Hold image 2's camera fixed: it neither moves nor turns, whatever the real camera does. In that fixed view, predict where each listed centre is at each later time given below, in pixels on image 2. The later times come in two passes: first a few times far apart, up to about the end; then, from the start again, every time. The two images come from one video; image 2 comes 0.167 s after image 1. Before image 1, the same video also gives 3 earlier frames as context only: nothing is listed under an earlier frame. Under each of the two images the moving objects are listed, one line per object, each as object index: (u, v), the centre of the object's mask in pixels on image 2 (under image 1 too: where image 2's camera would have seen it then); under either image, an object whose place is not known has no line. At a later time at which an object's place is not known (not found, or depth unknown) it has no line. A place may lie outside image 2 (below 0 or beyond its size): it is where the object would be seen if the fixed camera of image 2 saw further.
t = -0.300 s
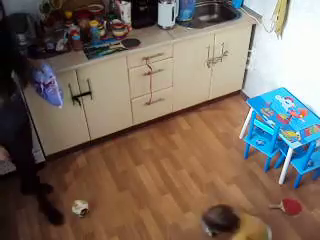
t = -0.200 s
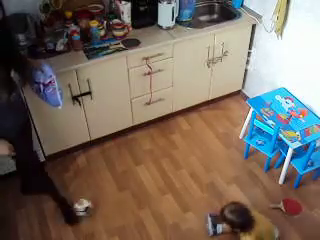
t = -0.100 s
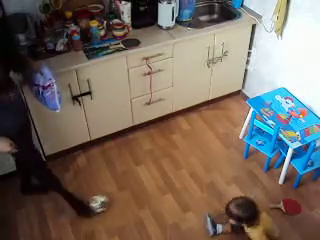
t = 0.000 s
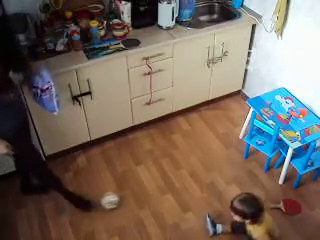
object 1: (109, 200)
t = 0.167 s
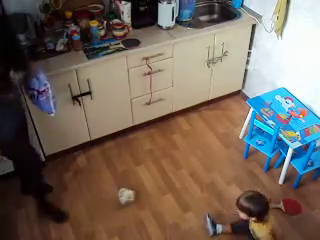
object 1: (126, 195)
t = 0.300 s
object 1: (138, 192)
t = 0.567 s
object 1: (161, 186)
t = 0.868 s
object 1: (186, 180)
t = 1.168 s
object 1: (209, 177)
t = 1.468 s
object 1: (232, 174)
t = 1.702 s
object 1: (247, 172)
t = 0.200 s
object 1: (128, 194)
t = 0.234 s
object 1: (131, 193)
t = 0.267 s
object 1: (134, 192)
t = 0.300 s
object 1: (138, 192)
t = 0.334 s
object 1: (140, 191)
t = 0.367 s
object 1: (143, 191)
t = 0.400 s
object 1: (146, 190)
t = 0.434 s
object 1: (149, 189)
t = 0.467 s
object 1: (152, 188)
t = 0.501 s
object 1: (155, 187)
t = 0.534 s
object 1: (158, 186)
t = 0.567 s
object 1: (161, 186)
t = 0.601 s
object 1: (164, 185)
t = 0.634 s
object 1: (167, 185)
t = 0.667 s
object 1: (170, 184)
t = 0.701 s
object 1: (173, 183)
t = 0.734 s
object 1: (175, 183)
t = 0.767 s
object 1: (178, 182)
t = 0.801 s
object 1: (181, 182)
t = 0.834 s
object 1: (183, 181)
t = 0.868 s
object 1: (186, 180)
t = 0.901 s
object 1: (188, 180)
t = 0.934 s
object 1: (191, 180)
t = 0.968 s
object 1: (194, 179)
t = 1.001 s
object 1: (196, 179)
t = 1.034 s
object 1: (199, 179)
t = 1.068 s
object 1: (201, 178)
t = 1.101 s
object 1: (203, 178)
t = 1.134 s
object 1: (206, 177)
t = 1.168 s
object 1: (209, 177)
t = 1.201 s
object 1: (212, 177)
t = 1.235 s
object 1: (215, 176)
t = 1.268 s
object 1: (217, 176)
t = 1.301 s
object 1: (220, 176)
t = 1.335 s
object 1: (222, 175)
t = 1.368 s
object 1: (224, 175)
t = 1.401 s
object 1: (227, 175)
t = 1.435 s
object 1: (230, 174)
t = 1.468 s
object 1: (232, 174)
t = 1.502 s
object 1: (234, 174)
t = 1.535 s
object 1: (236, 174)
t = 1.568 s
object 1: (239, 173)
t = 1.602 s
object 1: (241, 173)
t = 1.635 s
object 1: (243, 173)
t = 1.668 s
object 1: (245, 172)
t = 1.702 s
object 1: (247, 172)
